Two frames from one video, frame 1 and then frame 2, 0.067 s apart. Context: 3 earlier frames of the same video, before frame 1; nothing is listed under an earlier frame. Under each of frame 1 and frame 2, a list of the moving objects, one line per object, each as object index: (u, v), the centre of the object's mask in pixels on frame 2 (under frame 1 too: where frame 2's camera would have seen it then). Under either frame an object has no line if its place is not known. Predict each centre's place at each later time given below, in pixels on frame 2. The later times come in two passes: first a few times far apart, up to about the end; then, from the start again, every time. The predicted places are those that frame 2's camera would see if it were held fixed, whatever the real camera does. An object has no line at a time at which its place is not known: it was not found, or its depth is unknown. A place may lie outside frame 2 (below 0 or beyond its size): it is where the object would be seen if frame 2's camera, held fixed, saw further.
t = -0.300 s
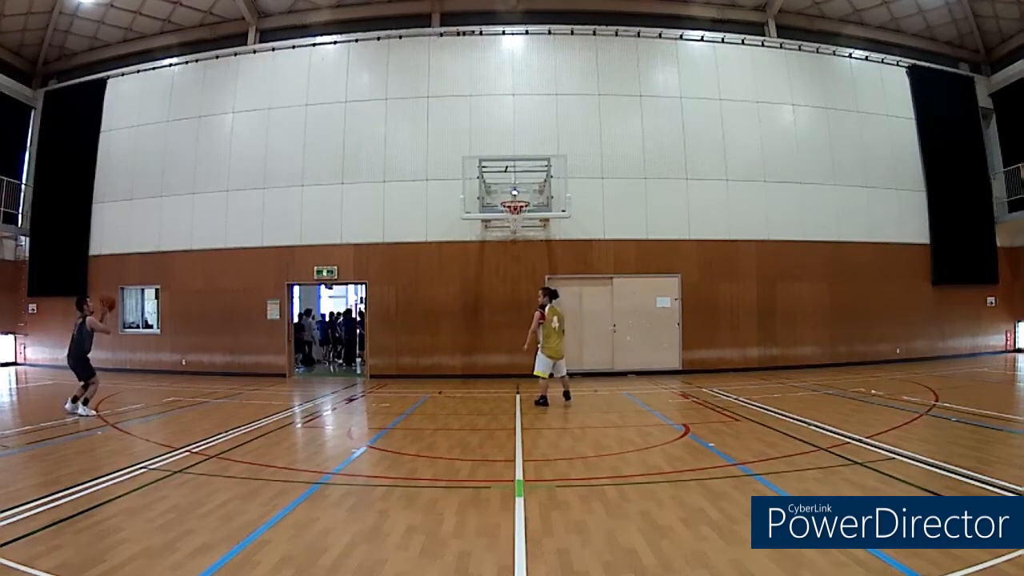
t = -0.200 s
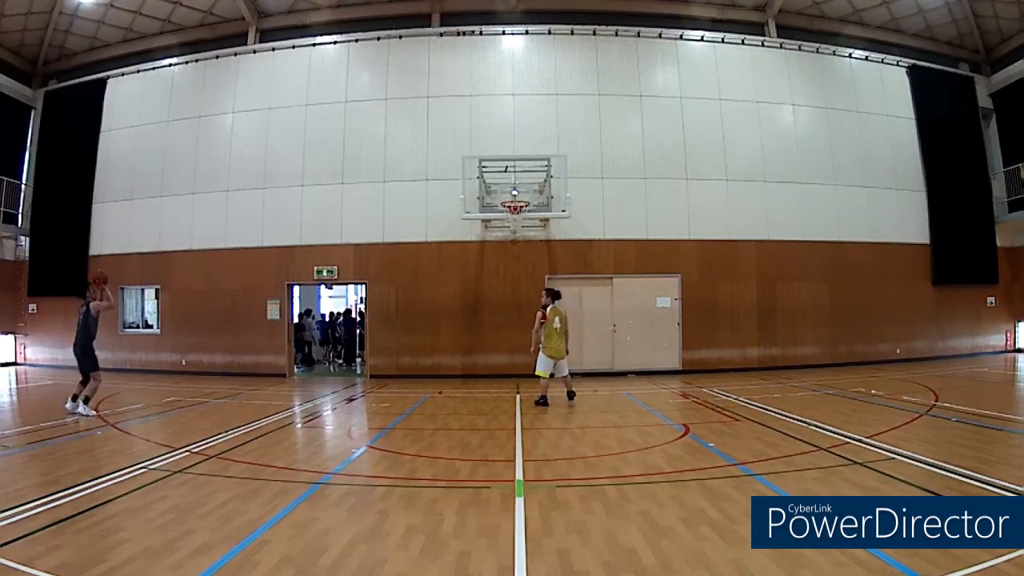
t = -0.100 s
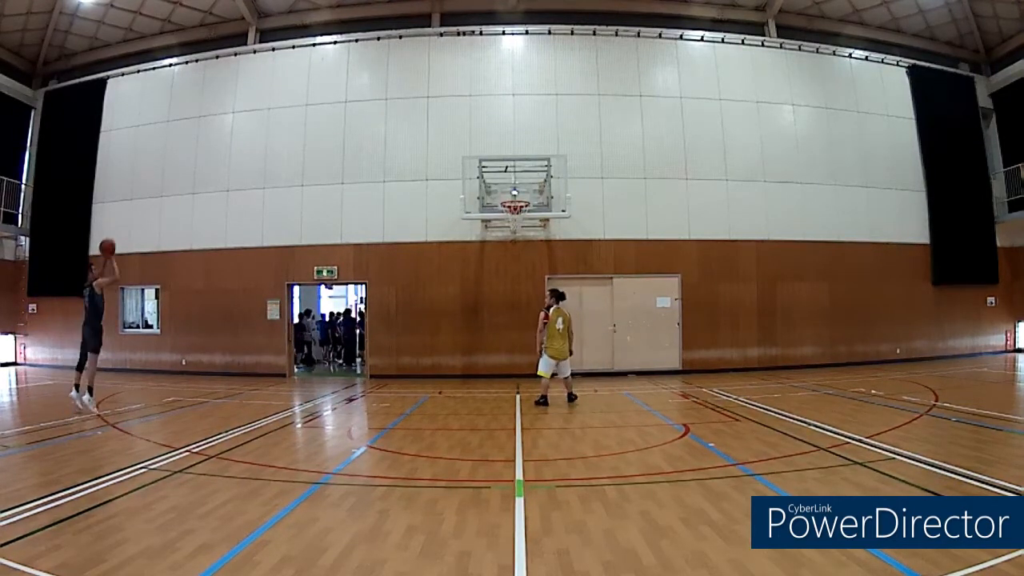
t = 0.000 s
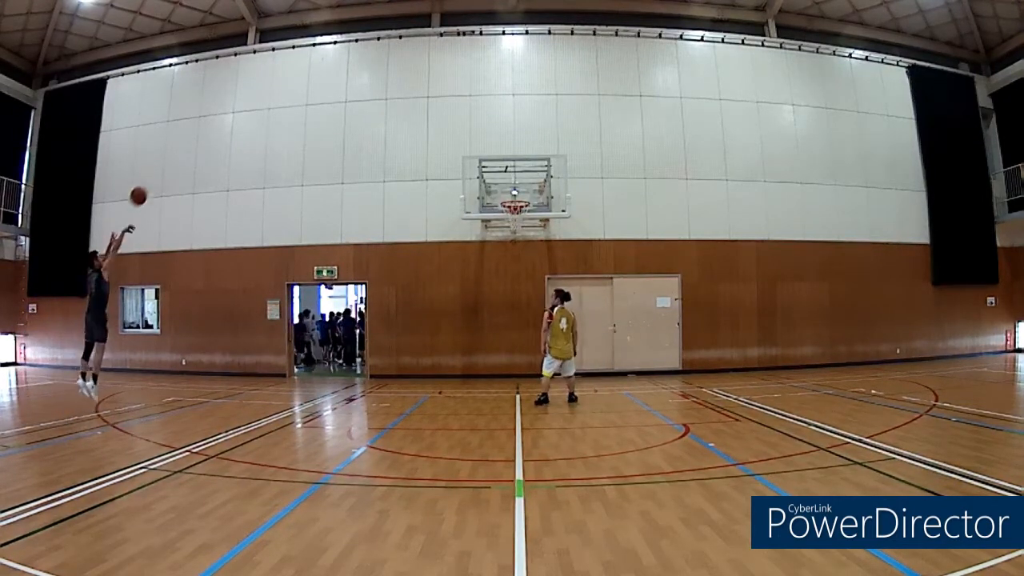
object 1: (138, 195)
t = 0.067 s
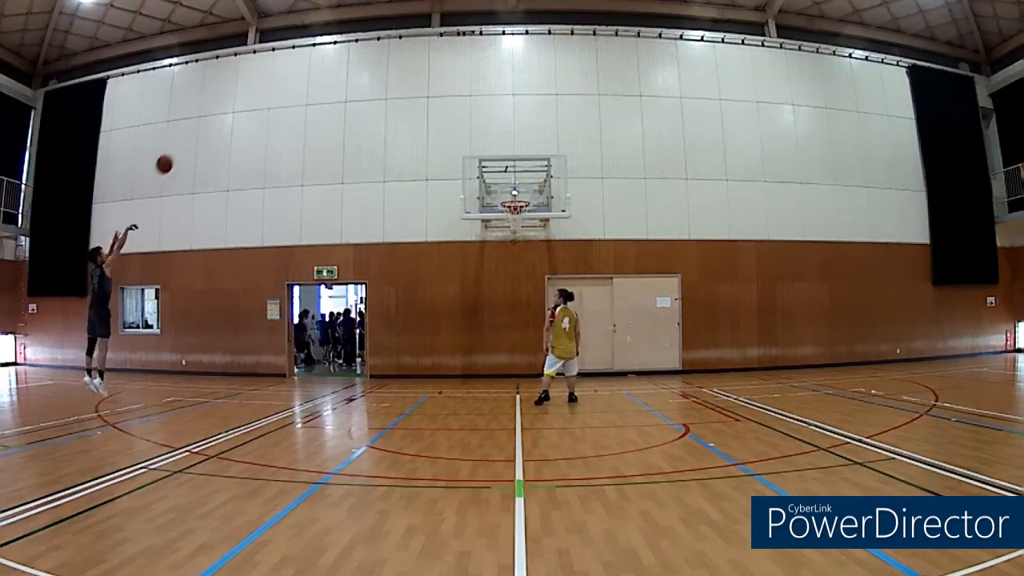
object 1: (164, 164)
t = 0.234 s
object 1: (220, 109)
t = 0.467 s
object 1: (304, 65)
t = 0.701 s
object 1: (372, 63)
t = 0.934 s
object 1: (433, 93)
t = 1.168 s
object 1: (484, 148)
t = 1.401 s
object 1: (526, 178)
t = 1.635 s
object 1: (549, 162)
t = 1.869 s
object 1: (575, 179)
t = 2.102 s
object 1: (601, 228)
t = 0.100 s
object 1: (177, 149)
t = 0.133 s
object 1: (190, 137)
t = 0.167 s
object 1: (202, 125)
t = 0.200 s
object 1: (214, 114)
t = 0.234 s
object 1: (220, 109)
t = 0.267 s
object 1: (232, 101)
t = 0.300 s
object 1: (244, 92)
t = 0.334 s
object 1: (255, 85)
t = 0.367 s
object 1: (266, 79)
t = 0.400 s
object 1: (277, 74)
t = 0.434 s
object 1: (288, 70)
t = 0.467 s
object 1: (304, 65)
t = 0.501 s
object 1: (314, 62)
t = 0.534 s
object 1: (324, 60)
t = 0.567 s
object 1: (334, 60)
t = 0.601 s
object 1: (344, 59)
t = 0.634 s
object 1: (354, 60)
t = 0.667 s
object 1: (363, 61)
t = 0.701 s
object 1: (372, 63)
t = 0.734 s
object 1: (381, 65)
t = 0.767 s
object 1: (390, 68)
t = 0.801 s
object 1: (399, 72)
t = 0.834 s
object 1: (407, 76)
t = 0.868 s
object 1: (416, 82)
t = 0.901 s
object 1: (424, 87)
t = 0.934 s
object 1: (433, 93)
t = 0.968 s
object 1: (441, 100)
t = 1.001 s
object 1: (449, 108)
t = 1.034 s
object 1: (457, 115)
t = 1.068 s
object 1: (465, 124)
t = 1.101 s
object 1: (473, 133)
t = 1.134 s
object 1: (476, 138)
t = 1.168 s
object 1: (484, 148)
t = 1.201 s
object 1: (492, 158)
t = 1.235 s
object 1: (499, 169)
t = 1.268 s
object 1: (507, 181)
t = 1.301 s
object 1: (516, 193)
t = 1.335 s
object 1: (519, 187)
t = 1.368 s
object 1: (523, 182)
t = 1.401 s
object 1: (526, 178)
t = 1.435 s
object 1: (529, 173)
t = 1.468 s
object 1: (532, 170)
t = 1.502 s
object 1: (536, 167)
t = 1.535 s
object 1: (539, 165)
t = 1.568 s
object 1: (543, 163)
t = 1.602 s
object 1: (546, 162)
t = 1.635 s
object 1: (549, 162)
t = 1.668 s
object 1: (553, 162)
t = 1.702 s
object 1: (557, 163)
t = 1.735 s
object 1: (561, 165)
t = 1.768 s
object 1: (564, 167)
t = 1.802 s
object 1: (568, 171)
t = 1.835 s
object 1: (572, 174)
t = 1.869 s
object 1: (575, 179)
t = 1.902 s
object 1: (579, 185)
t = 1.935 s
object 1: (583, 191)
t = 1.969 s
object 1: (587, 198)
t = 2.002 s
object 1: (591, 205)
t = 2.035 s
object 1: (593, 210)
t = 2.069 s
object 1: (597, 218)
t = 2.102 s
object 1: (601, 228)
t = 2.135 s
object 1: (605, 239)
